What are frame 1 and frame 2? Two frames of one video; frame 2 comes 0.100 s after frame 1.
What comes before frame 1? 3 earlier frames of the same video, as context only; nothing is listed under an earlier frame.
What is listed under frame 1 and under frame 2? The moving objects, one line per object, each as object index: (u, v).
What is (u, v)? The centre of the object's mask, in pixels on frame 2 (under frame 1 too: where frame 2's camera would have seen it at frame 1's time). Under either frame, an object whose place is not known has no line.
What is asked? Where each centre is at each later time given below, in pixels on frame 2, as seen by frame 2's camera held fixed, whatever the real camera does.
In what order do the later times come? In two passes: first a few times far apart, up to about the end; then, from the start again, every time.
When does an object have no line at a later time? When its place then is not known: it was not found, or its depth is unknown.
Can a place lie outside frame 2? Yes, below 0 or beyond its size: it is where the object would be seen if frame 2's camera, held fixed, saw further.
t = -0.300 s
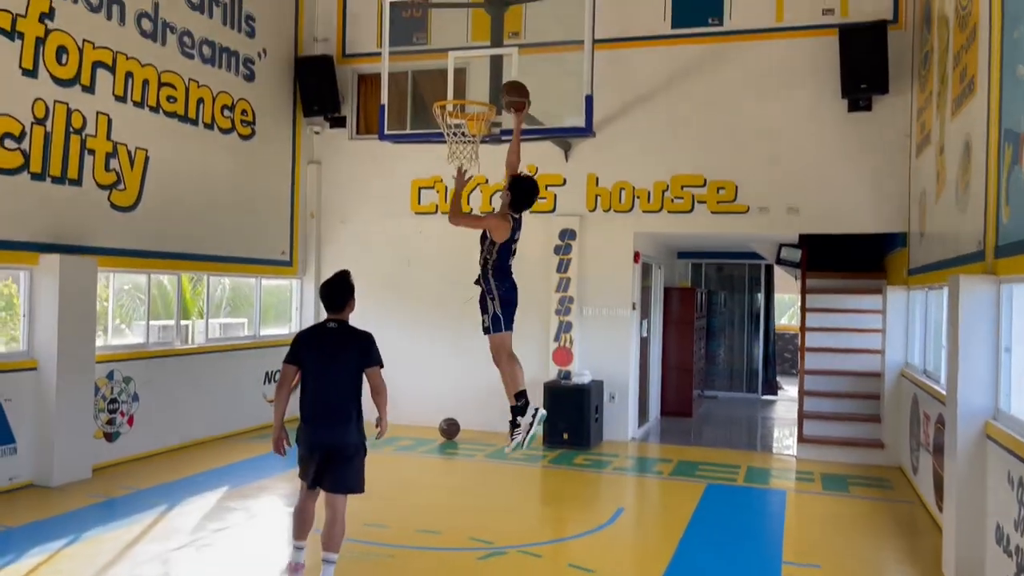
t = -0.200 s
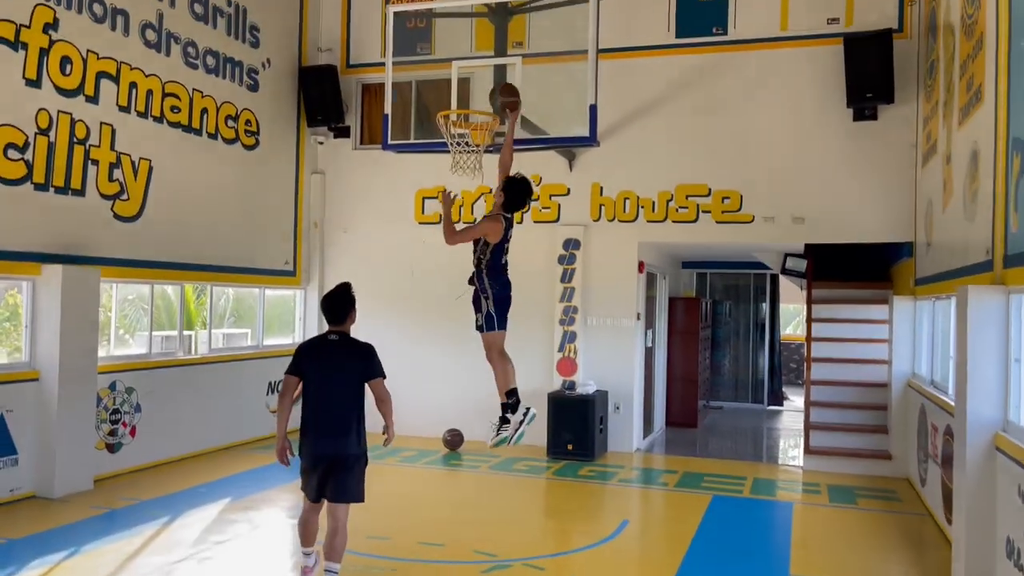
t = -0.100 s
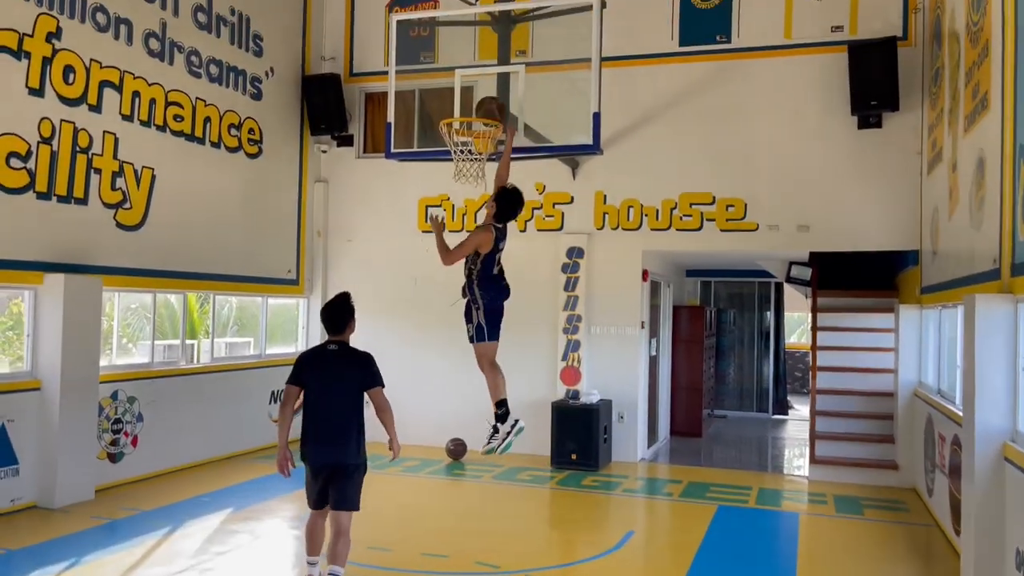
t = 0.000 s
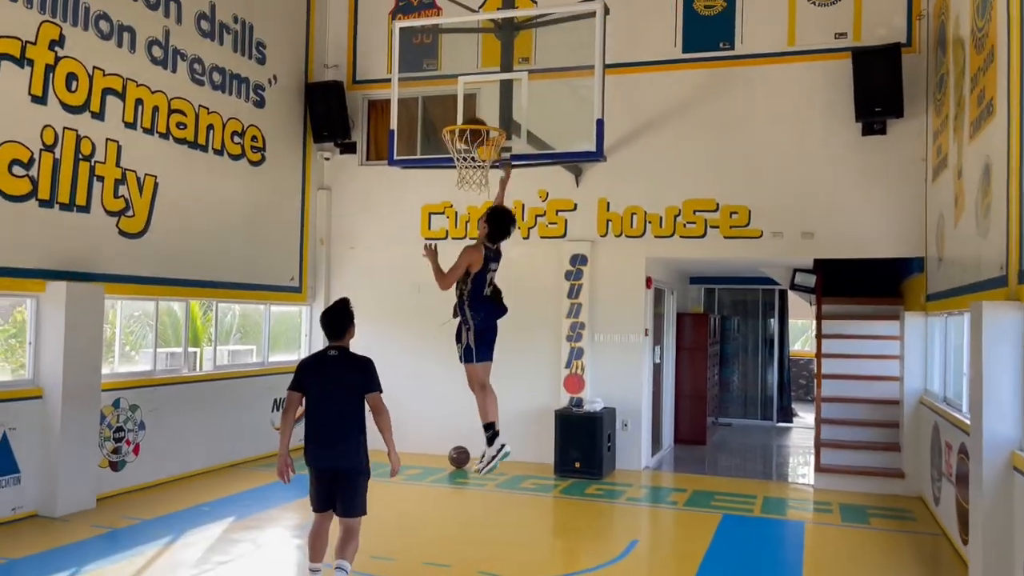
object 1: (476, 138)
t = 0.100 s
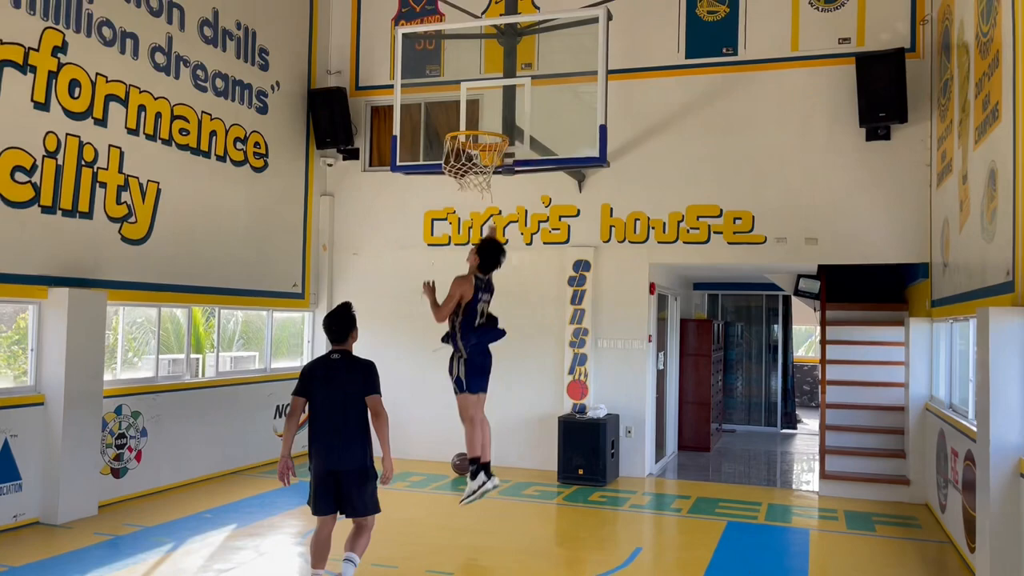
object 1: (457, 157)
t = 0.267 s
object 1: (455, 186)
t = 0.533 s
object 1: (470, 262)
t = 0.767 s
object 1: (477, 406)
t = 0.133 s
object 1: (449, 170)
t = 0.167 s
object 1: (448, 175)
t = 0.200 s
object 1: (452, 182)
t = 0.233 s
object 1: (454, 184)
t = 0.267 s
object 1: (455, 186)
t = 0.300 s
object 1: (458, 188)
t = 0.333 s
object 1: (460, 195)
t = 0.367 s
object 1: (462, 202)
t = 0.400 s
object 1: (464, 210)
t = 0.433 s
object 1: (465, 221)
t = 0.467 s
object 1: (467, 233)
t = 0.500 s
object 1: (468, 247)
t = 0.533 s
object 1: (470, 262)
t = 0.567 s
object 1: (471, 278)
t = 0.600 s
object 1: (472, 296)
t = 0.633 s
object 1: (473, 315)
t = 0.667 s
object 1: (474, 336)
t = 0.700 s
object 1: (475, 358)
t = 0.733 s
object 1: (476, 381)
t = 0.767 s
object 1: (477, 406)
